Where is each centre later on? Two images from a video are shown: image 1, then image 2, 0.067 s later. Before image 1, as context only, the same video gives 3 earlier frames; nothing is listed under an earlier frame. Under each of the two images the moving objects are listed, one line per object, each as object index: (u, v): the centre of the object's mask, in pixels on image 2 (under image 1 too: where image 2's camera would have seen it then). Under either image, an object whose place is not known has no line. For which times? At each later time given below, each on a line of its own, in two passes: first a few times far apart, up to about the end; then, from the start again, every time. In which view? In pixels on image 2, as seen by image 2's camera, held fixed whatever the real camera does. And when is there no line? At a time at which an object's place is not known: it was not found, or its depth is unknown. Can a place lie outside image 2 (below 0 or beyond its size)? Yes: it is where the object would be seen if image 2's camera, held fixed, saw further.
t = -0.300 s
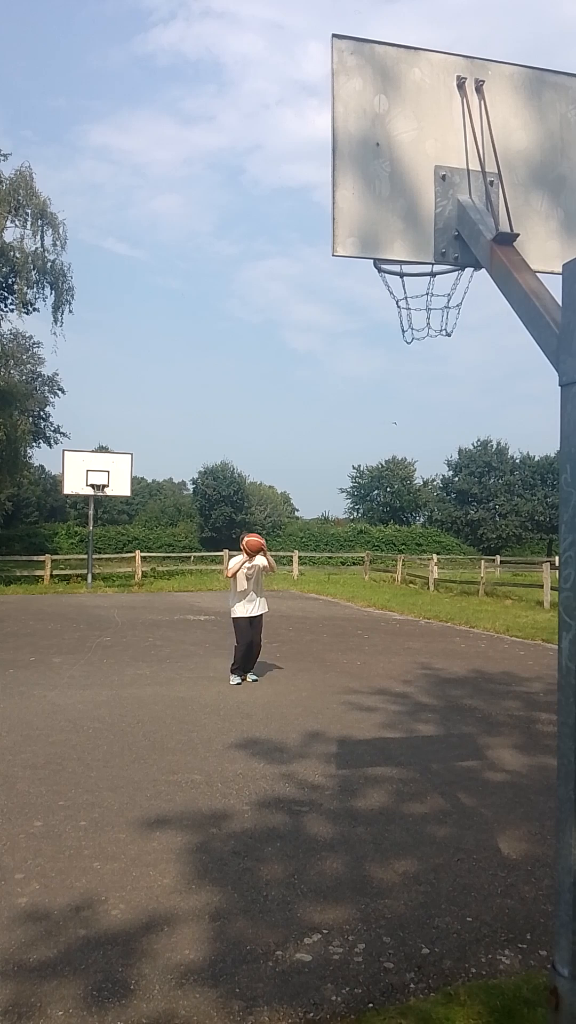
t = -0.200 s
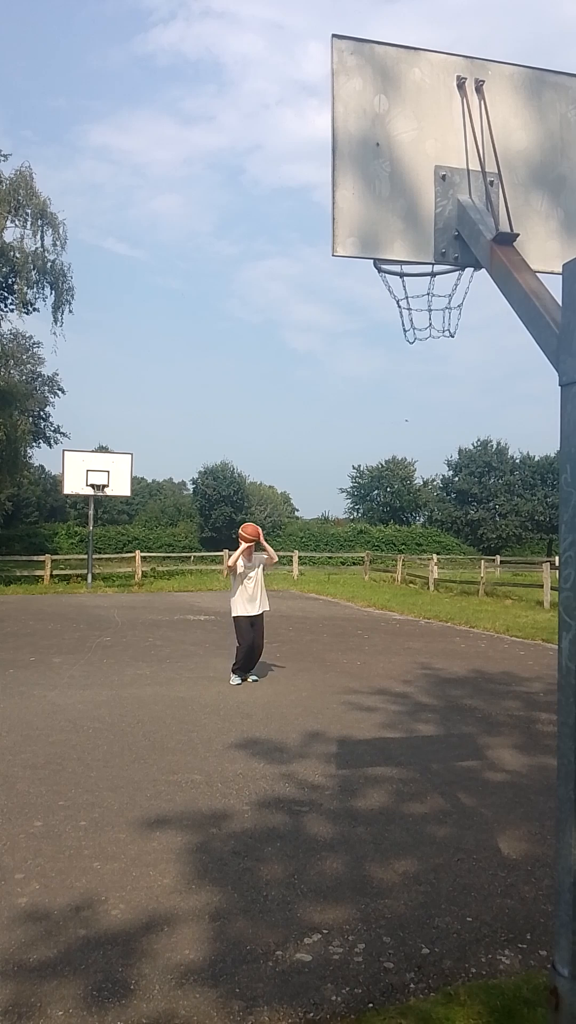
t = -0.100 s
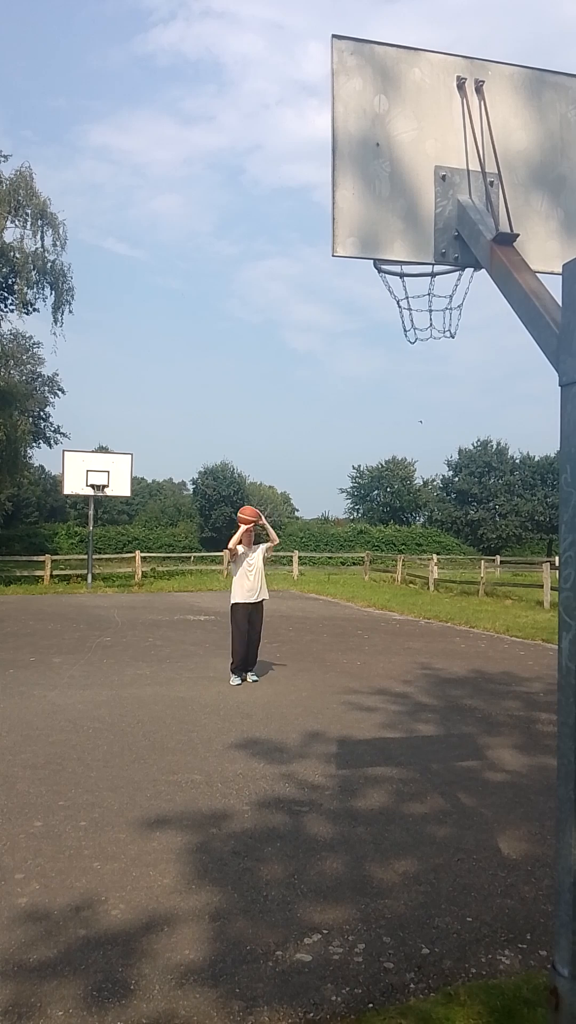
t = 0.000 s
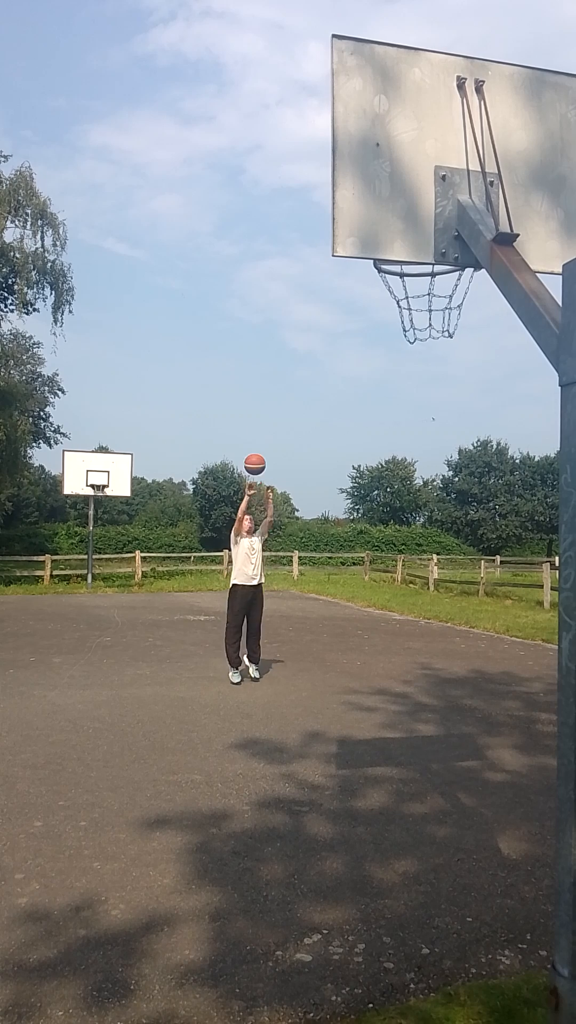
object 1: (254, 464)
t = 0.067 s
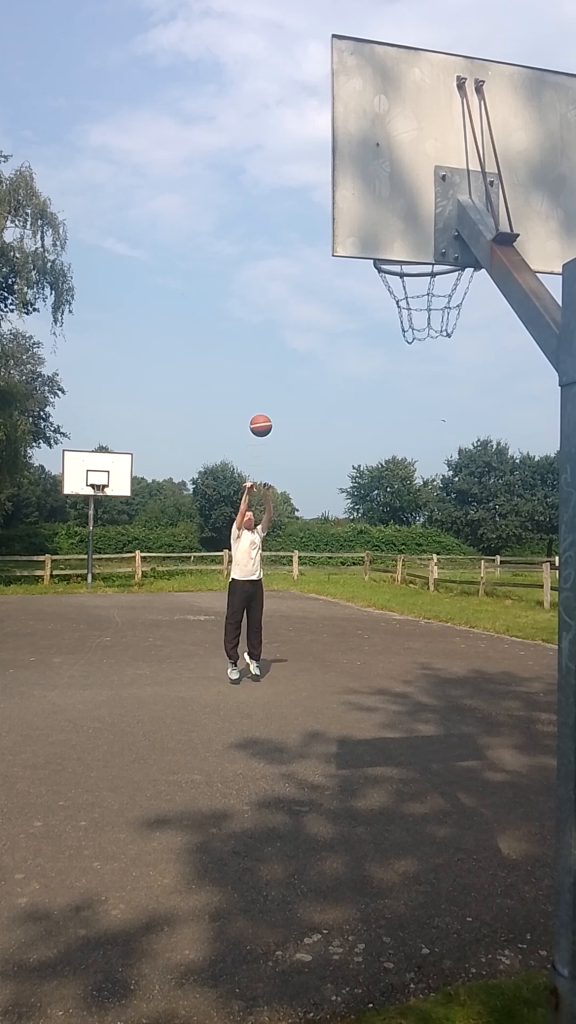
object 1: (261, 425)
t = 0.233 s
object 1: (277, 338)
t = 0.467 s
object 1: (304, 238)
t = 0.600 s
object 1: (320, 200)
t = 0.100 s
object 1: (264, 407)
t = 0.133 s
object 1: (267, 389)
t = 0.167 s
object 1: (270, 371)
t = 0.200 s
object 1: (273, 354)
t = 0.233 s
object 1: (277, 338)
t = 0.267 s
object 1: (280, 321)
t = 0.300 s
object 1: (284, 306)
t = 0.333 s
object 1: (288, 291)
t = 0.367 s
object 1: (292, 276)
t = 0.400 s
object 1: (296, 263)
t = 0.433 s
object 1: (300, 250)
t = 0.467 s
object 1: (304, 238)
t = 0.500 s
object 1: (309, 227)
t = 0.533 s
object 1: (313, 217)
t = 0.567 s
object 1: (317, 208)
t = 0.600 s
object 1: (320, 200)
